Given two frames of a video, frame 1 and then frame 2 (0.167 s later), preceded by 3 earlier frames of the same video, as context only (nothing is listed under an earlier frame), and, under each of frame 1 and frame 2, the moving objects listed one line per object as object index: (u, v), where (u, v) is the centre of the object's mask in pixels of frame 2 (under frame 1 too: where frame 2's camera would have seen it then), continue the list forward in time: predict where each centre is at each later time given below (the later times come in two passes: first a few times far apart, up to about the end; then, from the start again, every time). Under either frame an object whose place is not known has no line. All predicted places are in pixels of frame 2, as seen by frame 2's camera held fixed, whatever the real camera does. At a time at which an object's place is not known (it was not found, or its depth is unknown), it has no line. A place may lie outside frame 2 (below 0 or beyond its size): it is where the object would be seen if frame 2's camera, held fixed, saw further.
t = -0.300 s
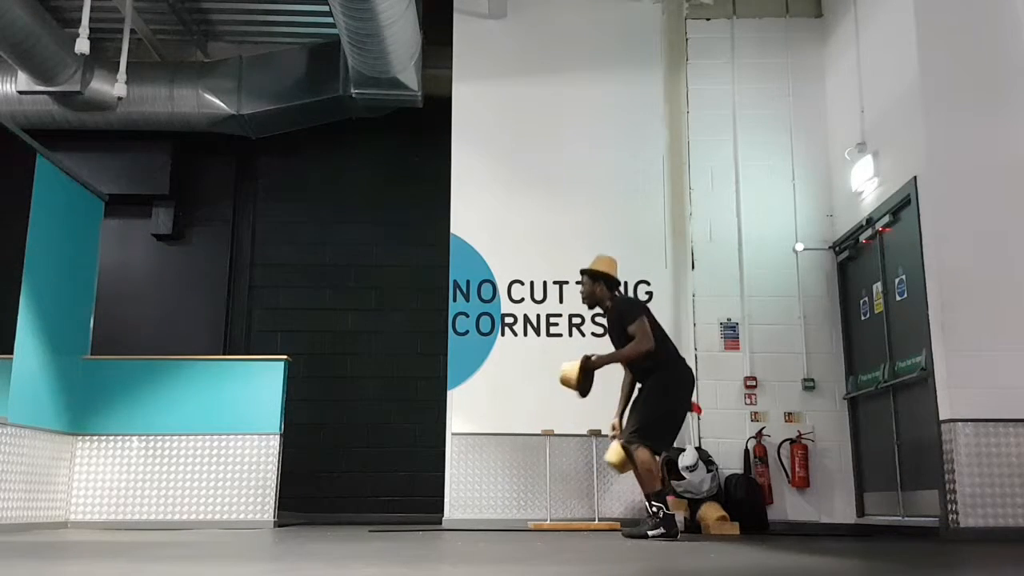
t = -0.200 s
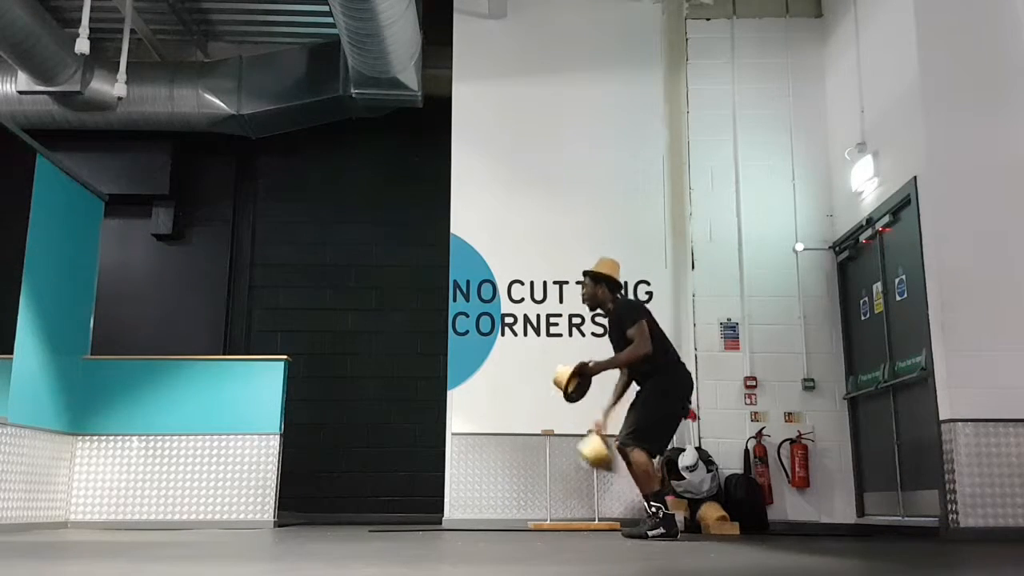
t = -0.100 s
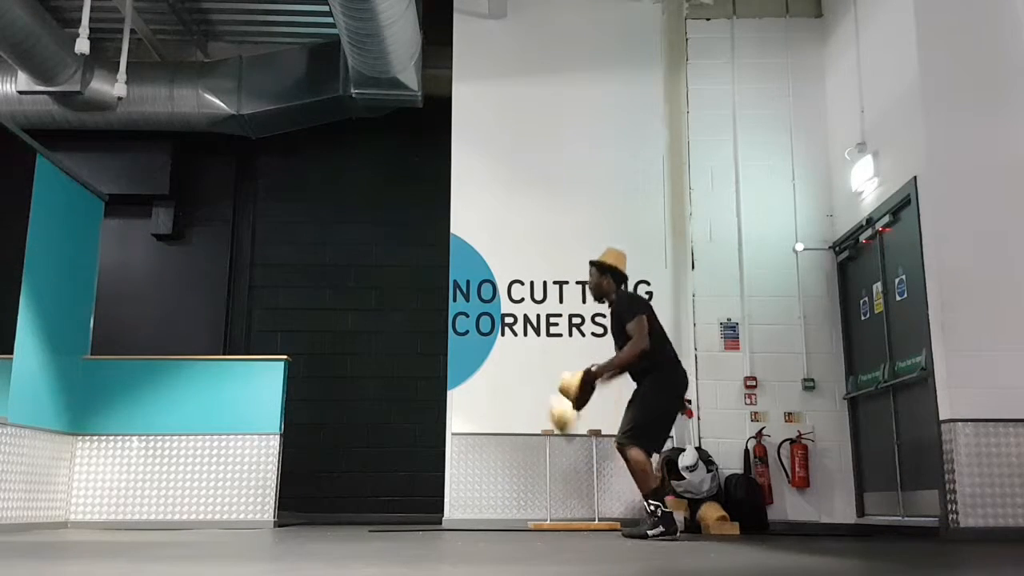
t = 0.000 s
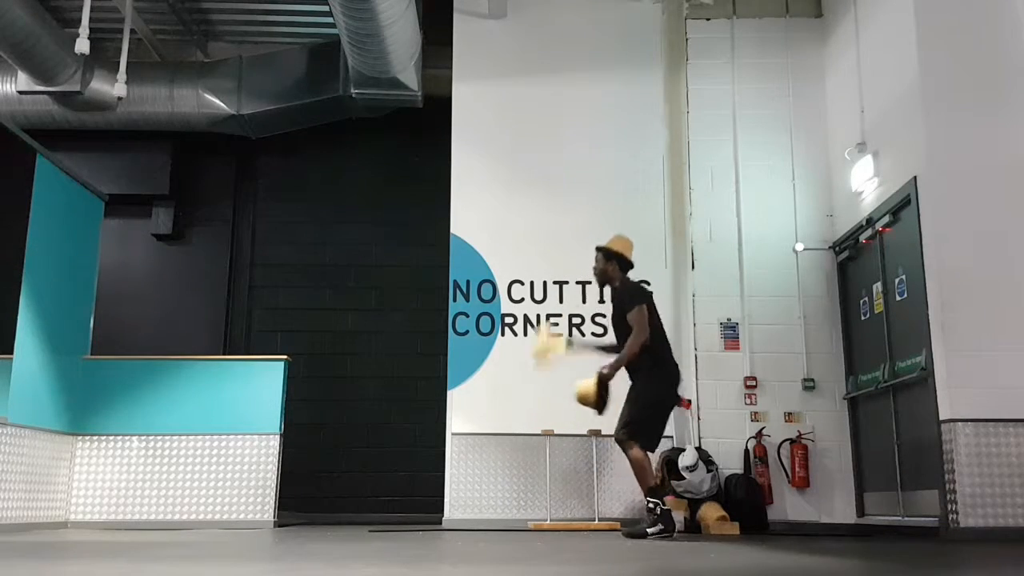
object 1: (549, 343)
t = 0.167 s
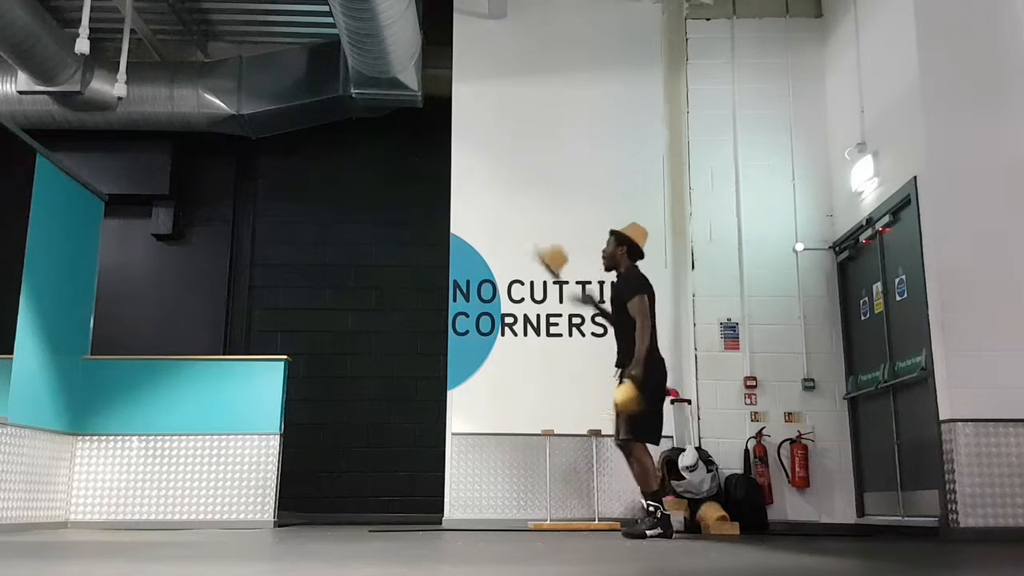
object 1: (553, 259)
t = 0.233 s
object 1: (553, 239)
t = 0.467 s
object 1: (556, 216)
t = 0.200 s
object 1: (553, 248)
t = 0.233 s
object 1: (553, 239)
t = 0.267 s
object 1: (554, 231)
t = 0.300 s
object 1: (554, 224)
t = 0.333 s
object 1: (554, 219)
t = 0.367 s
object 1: (555, 216)
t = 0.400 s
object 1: (555, 214)
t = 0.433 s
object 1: (556, 214)
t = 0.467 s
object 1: (556, 216)
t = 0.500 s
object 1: (557, 219)
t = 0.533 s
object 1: (557, 224)
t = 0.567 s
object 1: (558, 230)
